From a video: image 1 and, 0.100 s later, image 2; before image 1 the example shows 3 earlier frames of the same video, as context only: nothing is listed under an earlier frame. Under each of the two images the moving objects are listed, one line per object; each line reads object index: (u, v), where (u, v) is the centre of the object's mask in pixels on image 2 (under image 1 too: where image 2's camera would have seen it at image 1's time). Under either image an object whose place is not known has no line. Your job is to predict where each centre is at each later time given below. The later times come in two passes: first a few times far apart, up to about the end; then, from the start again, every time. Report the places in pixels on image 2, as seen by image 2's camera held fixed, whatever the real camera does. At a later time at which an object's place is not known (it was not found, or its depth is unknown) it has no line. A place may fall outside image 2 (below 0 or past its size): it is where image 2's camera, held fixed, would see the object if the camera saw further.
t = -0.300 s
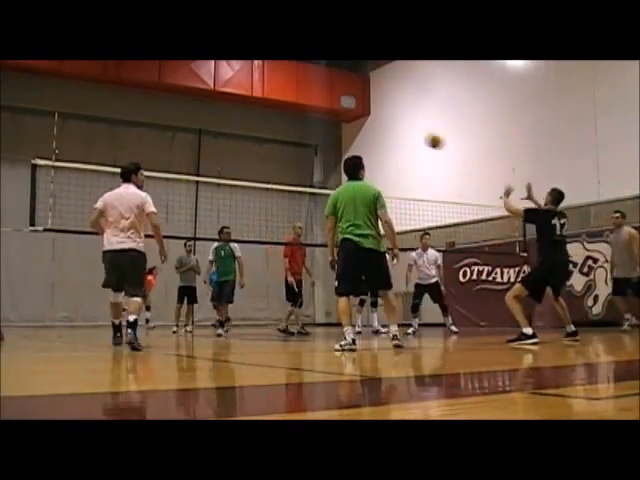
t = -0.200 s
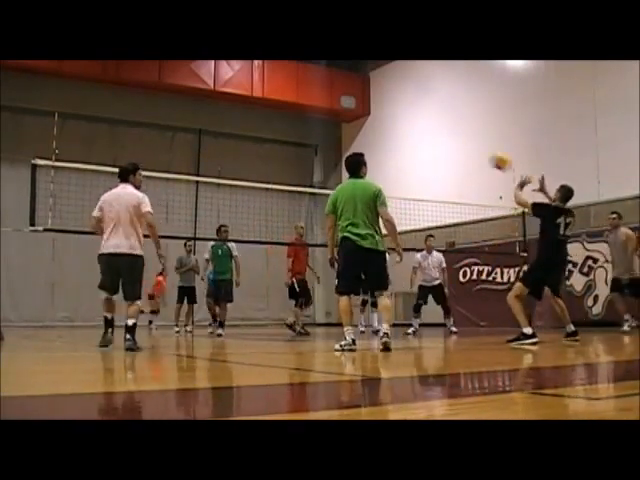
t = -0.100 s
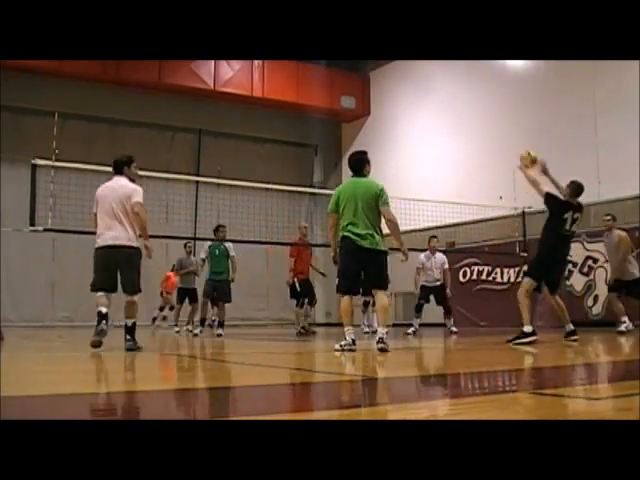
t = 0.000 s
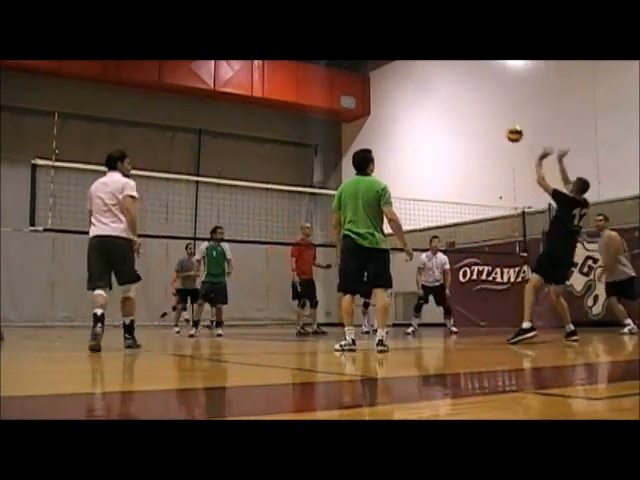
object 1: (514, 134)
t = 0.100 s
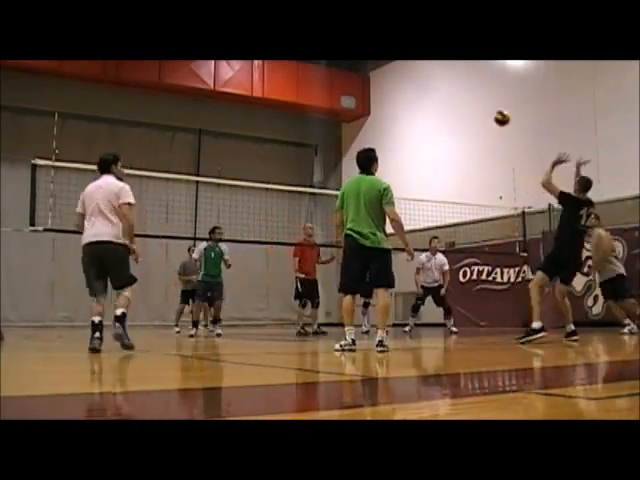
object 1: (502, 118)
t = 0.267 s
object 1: (484, 110)
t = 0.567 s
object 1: (461, 139)
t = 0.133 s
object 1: (497, 114)
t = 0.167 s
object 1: (494, 112)
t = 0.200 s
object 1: (490, 110)
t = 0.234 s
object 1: (487, 109)
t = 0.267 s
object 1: (484, 110)
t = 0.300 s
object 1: (481, 110)
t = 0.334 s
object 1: (478, 111)
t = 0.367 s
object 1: (476, 113)
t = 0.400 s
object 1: (473, 116)
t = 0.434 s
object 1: (470, 119)
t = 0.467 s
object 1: (468, 123)
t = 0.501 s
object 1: (465, 129)
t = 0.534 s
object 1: (463, 134)
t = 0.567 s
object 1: (461, 139)
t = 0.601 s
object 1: (459, 146)
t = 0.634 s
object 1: (457, 152)
